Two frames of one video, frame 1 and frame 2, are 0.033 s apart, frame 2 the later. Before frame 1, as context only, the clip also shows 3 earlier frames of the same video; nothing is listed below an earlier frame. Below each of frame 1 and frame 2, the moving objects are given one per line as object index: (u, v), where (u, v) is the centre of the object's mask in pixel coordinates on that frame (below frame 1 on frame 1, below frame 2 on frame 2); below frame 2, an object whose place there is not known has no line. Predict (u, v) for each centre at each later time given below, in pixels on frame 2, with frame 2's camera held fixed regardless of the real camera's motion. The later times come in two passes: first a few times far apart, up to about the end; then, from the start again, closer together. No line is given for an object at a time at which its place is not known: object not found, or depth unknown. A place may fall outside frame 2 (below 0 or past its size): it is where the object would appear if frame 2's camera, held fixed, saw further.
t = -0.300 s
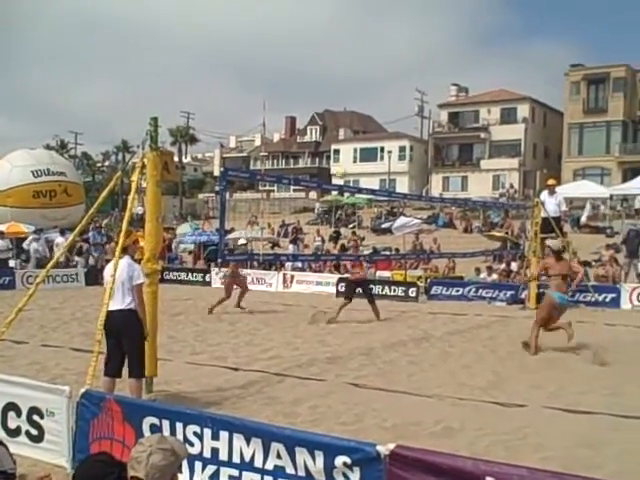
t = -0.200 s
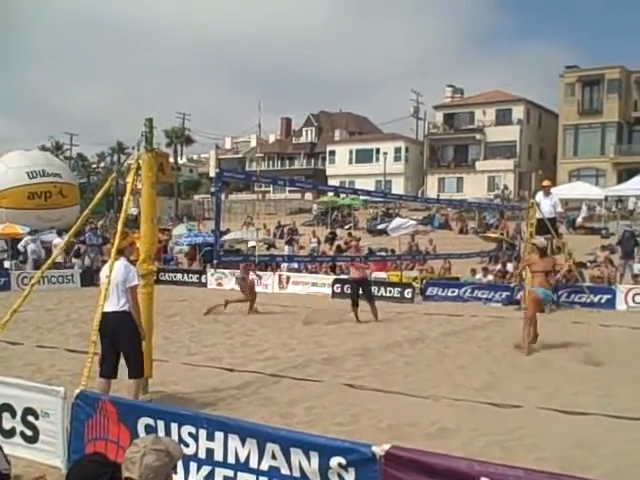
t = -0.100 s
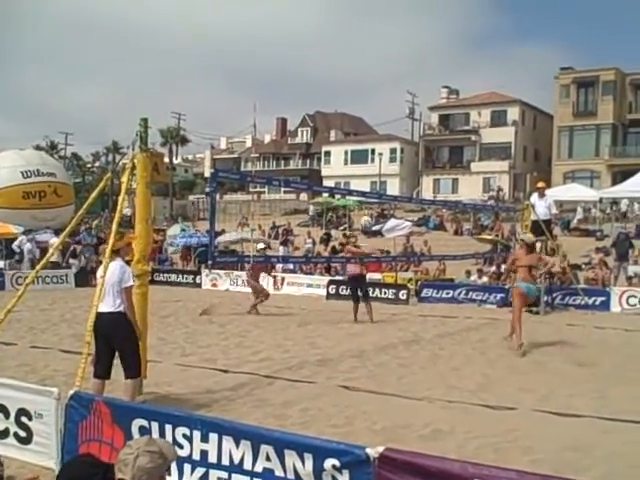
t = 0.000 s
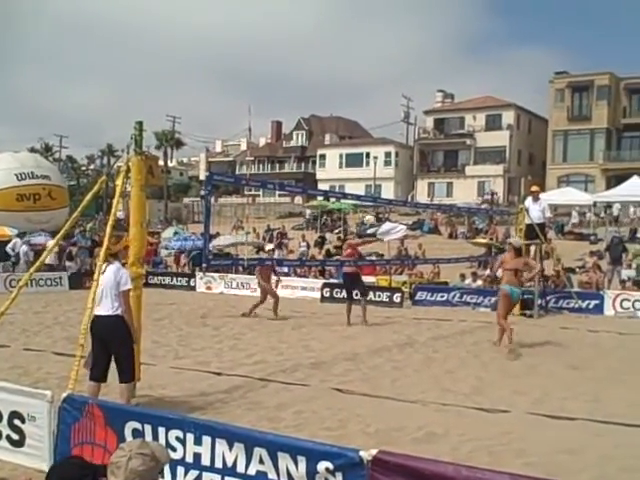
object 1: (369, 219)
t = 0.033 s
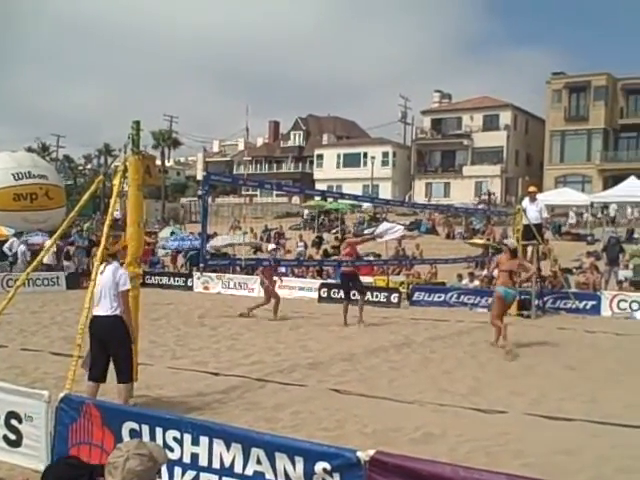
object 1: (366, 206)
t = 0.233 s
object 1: (368, 138)
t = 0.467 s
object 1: (369, 90)
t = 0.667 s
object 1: (371, 74)
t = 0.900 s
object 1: (373, 83)
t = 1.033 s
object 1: (375, 100)
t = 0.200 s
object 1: (369, 149)
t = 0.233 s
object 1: (368, 138)
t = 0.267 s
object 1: (368, 130)
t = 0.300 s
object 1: (368, 122)
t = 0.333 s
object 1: (368, 114)
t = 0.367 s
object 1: (369, 107)
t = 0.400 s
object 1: (369, 101)
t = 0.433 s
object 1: (370, 95)
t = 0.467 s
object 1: (369, 90)
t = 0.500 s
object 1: (370, 86)
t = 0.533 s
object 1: (370, 83)
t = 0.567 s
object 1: (370, 80)
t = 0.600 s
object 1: (371, 77)
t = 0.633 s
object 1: (371, 74)
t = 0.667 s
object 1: (371, 74)
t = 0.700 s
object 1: (372, 73)
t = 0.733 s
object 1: (372, 74)
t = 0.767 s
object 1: (372, 74)
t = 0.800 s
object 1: (372, 75)
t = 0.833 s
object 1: (372, 77)
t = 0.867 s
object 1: (373, 80)
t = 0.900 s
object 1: (373, 83)
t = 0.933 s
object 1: (373, 86)
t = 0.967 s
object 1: (374, 91)
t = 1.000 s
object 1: (374, 95)
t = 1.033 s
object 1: (375, 100)
